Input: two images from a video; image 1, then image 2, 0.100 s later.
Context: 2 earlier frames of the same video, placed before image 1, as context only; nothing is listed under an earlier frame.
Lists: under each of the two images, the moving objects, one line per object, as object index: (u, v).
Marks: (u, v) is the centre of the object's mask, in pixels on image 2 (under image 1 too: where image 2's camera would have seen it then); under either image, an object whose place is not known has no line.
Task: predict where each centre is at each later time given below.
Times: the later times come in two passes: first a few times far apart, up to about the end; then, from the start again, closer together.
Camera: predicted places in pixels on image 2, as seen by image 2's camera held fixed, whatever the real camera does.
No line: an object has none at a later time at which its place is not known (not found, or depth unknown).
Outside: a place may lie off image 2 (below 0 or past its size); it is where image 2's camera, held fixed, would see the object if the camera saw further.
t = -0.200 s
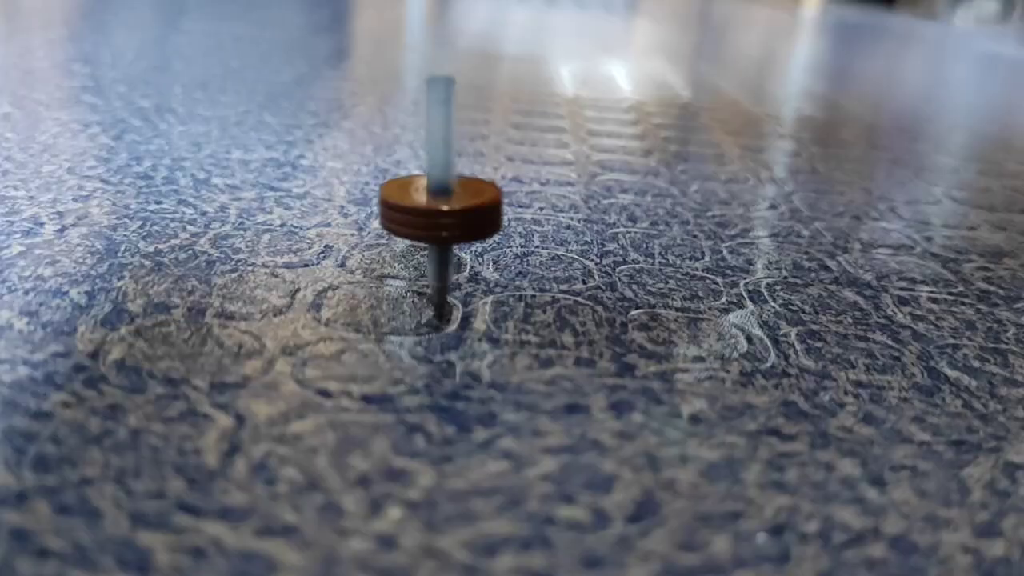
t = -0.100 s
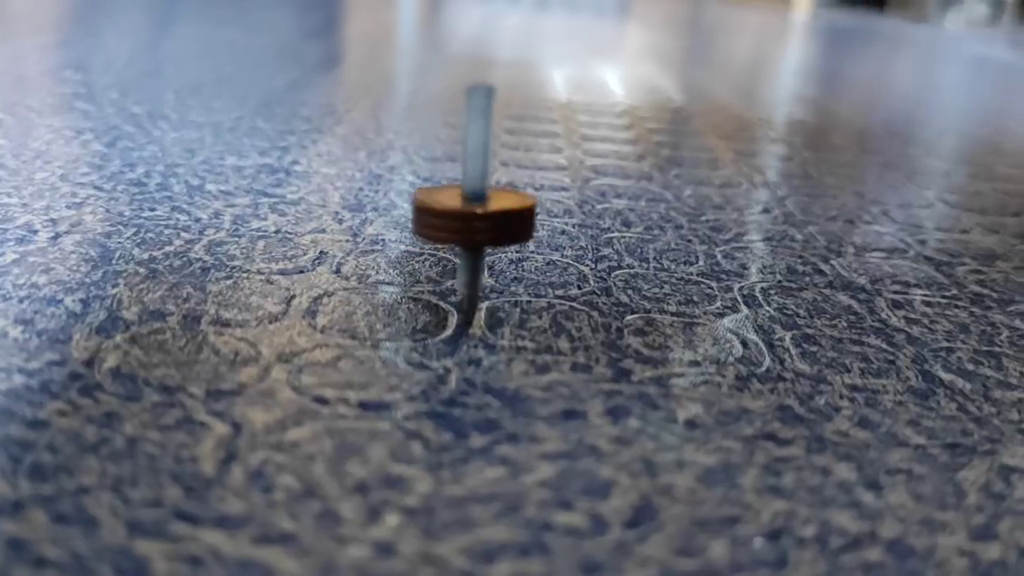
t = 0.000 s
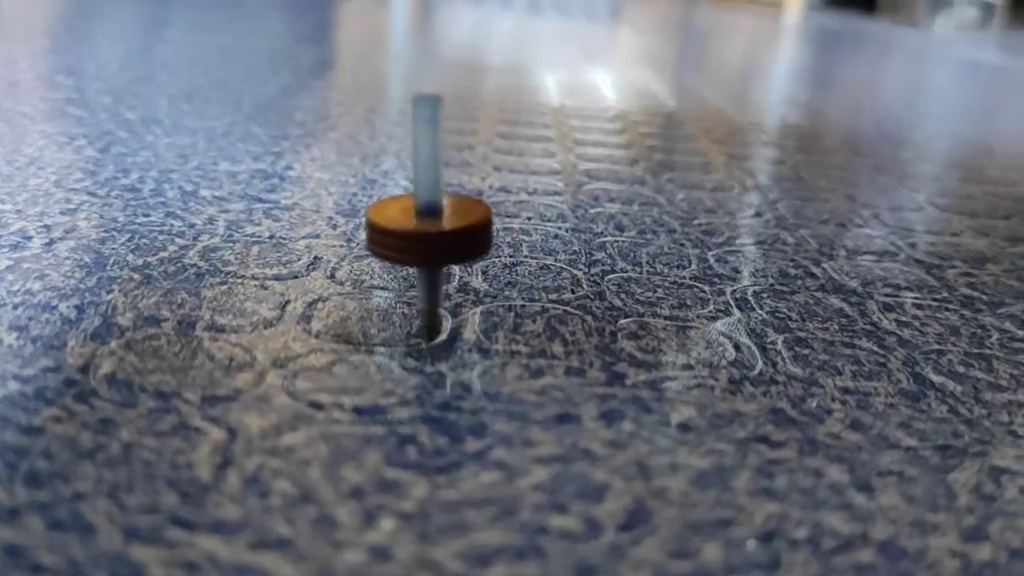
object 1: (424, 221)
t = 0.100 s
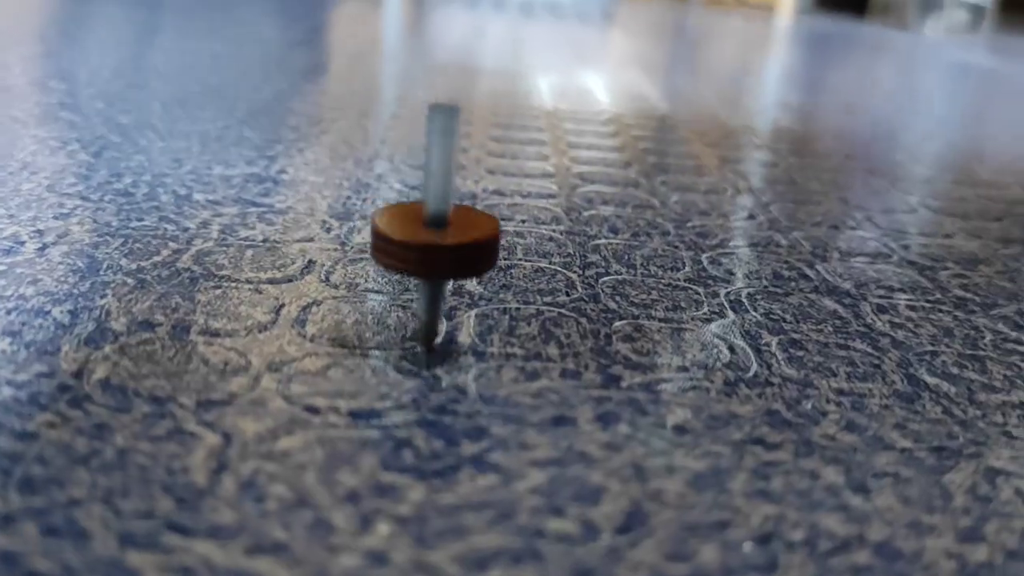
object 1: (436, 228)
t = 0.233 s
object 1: (400, 223)
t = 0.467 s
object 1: (438, 235)
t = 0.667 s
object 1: (456, 247)
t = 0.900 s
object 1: (439, 251)
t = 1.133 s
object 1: (427, 248)
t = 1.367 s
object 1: (452, 241)
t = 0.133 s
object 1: (433, 229)
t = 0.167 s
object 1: (420, 228)
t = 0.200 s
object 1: (407, 226)
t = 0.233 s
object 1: (400, 223)
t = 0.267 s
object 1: (404, 226)
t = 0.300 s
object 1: (411, 229)
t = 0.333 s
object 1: (413, 230)
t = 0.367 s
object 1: (408, 231)
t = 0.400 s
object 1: (409, 234)
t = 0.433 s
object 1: (424, 236)
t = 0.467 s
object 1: (438, 235)
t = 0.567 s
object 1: (446, 236)
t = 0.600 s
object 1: (446, 239)
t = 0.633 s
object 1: (449, 244)
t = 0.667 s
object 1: (456, 247)
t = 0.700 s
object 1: (455, 245)
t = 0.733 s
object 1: (459, 245)
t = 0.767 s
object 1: (459, 246)
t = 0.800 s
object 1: (441, 242)
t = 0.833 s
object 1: (425, 243)
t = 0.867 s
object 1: (427, 245)
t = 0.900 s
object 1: (439, 251)
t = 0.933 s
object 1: (458, 254)
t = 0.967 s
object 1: (458, 249)
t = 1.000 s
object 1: (455, 247)
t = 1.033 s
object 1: (458, 248)
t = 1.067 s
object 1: (445, 247)
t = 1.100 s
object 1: (429, 247)
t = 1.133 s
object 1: (427, 248)
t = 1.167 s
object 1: (442, 250)
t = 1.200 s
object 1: (450, 250)
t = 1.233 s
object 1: (451, 249)
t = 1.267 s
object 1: (444, 247)
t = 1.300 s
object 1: (431, 243)
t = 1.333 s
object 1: (437, 243)
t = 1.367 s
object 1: (452, 241)
